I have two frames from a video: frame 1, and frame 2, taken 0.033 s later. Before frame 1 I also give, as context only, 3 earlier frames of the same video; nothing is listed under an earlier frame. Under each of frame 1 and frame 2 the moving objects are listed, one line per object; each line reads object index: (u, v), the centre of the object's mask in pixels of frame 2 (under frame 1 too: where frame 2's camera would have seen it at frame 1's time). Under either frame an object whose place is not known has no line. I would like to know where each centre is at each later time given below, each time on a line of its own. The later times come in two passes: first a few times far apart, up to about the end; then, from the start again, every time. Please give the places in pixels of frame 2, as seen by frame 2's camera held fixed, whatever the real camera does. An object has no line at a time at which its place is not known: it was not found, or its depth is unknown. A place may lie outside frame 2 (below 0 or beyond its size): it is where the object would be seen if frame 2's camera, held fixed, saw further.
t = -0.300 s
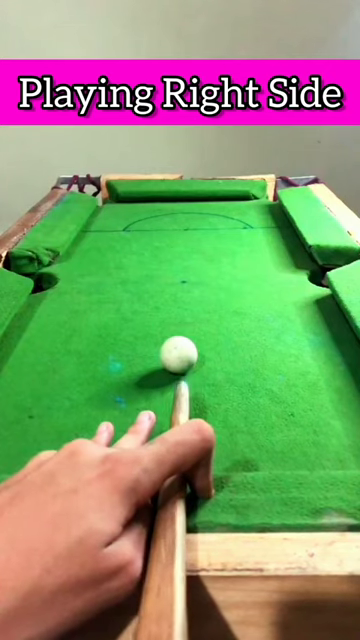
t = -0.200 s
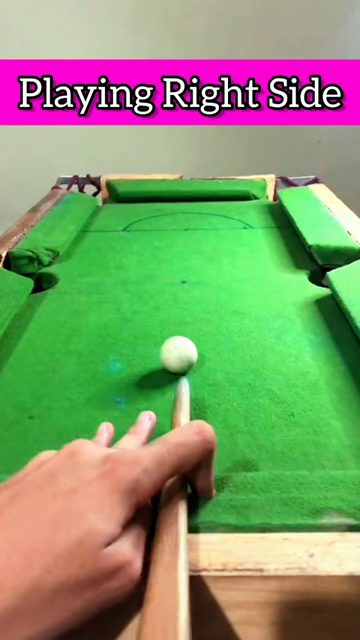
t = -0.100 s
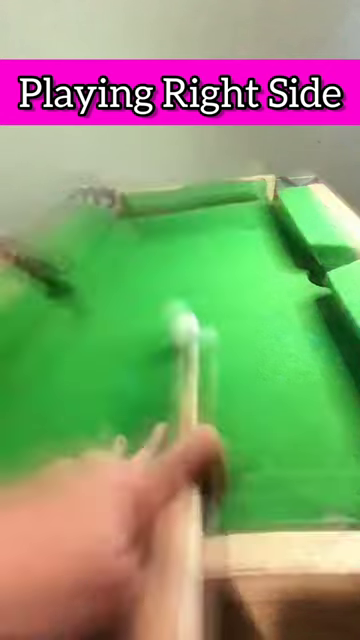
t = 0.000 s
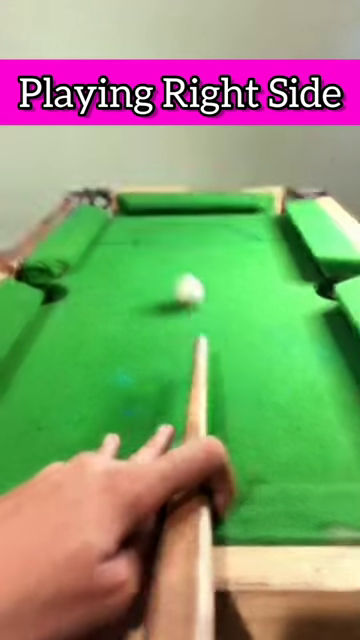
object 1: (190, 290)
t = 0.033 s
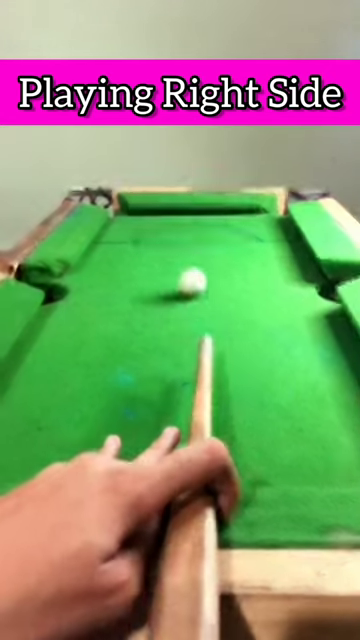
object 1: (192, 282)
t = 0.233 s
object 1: (195, 239)
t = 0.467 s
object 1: (196, 211)
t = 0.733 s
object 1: (206, 235)
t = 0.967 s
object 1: (216, 258)
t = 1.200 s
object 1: (226, 284)
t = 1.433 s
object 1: (236, 313)
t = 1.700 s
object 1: (247, 348)
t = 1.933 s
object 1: (257, 379)
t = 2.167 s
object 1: (268, 407)
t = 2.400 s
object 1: (280, 427)
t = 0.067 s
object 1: (193, 273)
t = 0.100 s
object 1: (193, 265)
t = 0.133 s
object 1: (193, 258)
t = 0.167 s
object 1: (194, 252)
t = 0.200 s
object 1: (195, 245)
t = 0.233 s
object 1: (195, 239)
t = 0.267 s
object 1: (195, 233)
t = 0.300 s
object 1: (195, 227)
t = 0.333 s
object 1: (196, 223)
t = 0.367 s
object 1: (195, 219)
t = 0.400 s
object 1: (195, 215)
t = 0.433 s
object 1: (195, 210)
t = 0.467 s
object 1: (196, 211)
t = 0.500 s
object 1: (198, 214)
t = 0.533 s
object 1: (199, 217)
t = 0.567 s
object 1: (200, 220)
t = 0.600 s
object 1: (202, 223)
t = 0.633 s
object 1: (203, 225)
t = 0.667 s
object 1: (204, 229)
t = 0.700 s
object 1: (205, 231)
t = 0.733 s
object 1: (206, 235)
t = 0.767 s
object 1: (208, 238)
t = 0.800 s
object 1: (209, 241)
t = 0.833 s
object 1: (210, 244)
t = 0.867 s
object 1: (212, 248)
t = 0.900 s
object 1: (213, 251)
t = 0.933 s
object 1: (215, 255)
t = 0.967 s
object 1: (216, 258)
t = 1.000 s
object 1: (217, 262)
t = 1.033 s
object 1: (219, 265)
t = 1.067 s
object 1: (220, 269)
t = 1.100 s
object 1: (222, 273)
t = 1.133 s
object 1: (223, 276)
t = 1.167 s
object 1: (224, 280)
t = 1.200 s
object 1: (226, 284)
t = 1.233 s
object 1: (228, 288)
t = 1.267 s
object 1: (229, 292)
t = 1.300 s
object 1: (230, 296)
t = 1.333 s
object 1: (232, 301)
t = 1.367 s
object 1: (233, 305)
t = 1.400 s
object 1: (234, 309)
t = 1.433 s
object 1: (236, 313)
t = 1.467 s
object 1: (237, 317)
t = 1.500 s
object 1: (238, 321)
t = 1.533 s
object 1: (240, 326)
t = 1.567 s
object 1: (241, 330)
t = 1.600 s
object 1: (242, 334)
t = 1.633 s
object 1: (244, 339)
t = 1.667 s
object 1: (245, 344)
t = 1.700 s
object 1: (247, 348)
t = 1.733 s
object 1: (248, 352)
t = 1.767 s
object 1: (250, 357)
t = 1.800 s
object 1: (251, 361)
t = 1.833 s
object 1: (252, 366)
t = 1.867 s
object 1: (254, 370)
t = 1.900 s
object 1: (256, 375)
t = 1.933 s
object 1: (257, 379)
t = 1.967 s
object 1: (259, 384)
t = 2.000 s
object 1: (260, 388)
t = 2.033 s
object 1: (262, 392)
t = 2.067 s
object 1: (264, 396)
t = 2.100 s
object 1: (265, 399)
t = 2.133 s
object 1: (267, 403)
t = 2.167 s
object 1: (268, 407)
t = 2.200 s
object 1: (270, 410)
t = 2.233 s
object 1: (272, 413)
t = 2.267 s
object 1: (274, 417)
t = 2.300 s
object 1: (276, 420)
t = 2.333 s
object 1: (277, 422)
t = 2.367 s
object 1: (278, 425)
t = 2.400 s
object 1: (280, 427)
